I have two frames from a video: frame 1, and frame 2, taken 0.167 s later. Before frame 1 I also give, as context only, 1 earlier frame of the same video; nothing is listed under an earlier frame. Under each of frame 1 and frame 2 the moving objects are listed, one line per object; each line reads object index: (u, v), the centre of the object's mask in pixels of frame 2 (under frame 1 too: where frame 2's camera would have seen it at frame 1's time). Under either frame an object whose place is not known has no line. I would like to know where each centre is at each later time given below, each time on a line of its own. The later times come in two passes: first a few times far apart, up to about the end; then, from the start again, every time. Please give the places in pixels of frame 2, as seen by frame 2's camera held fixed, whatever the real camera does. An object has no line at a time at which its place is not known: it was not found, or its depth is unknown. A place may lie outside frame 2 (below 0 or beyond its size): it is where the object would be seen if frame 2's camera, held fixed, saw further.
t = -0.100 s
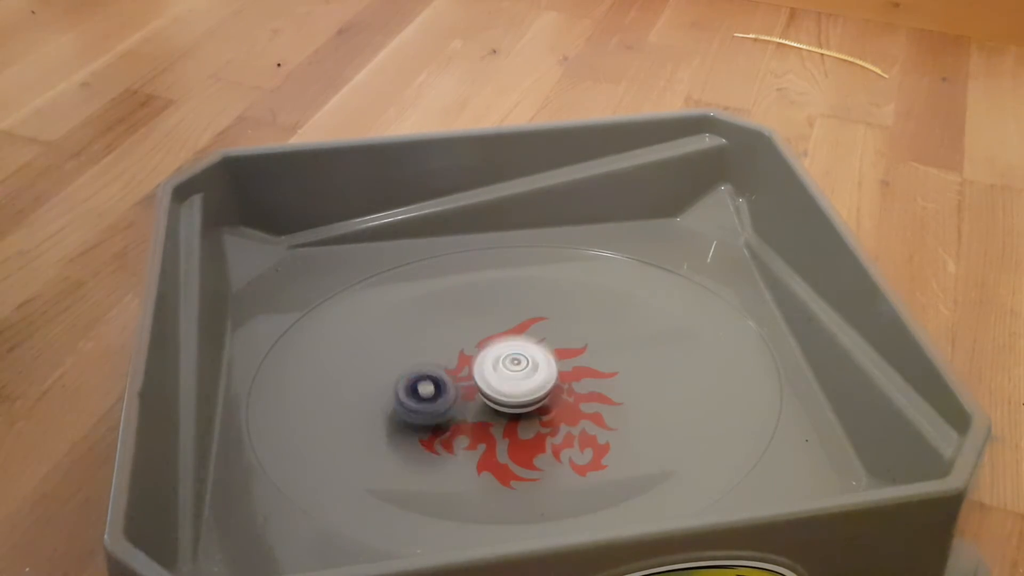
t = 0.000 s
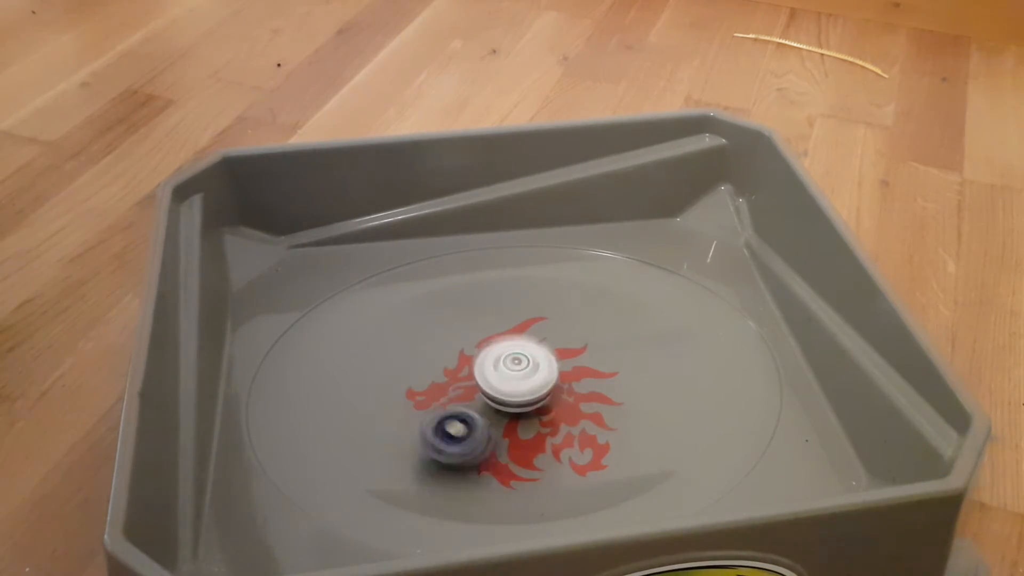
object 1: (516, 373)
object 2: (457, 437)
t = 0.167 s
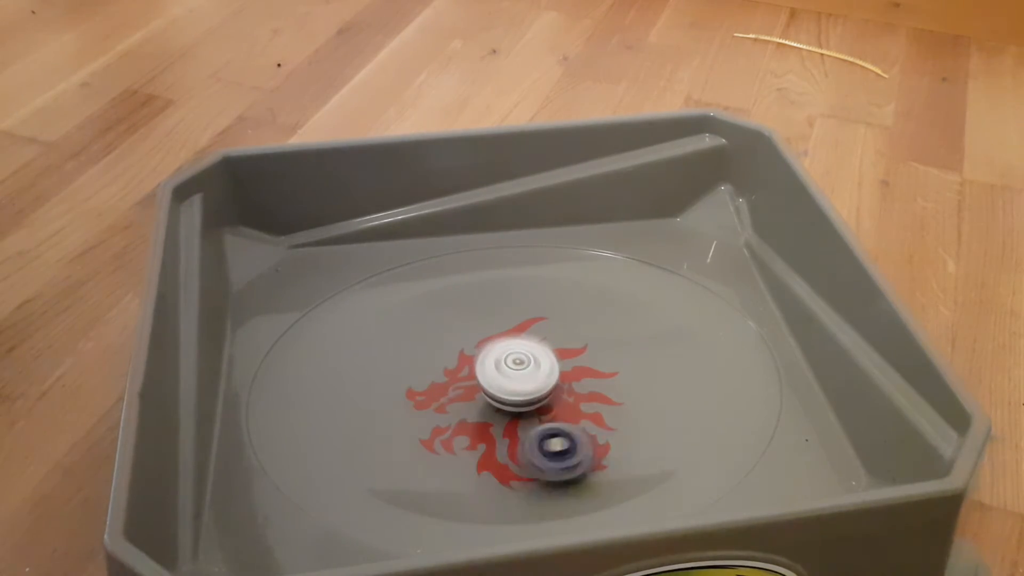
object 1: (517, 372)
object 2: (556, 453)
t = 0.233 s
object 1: (517, 372)
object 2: (595, 438)
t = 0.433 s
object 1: (519, 373)
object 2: (624, 361)
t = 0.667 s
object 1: (519, 373)
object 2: (508, 320)
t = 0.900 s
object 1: (519, 375)
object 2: (426, 396)
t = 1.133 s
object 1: (518, 376)
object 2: (514, 462)
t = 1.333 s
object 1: (516, 376)
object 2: (610, 412)
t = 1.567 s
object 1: (516, 376)
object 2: (559, 331)
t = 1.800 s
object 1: (515, 376)
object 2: (437, 347)
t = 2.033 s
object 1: (515, 375)
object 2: (433, 432)
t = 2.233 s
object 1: (516, 375)
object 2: (546, 446)
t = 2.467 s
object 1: (518, 373)
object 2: (600, 365)
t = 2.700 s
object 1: (519, 373)
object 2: (509, 316)
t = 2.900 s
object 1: (518, 373)
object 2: (431, 367)
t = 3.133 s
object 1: (517, 374)
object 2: (489, 443)
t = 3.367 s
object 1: (516, 374)
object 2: (604, 415)
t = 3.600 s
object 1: (516, 375)
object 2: (579, 337)
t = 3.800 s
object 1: (516, 376)
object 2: (475, 335)
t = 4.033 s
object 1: (518, 378)
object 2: (439, 412)
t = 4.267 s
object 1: (519, 378)
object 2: (540, 448)
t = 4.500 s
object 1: (519, 379)
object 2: (597, 379)
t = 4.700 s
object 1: (519, 378)
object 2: (534, 326)
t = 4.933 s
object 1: (518, 376)
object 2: (439, 365)
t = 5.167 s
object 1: (518, 374)
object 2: (472, 437)
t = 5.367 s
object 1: (517, 372)
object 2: (570, 426)
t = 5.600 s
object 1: (517, 372)
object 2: (585, 356)
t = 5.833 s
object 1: (516, 375)
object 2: (492, 327)
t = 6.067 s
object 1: (517, 383)
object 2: (430, 385)
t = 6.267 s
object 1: (523, 383)
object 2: (469, 440)
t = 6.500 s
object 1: (530, 376)
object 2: (569, 439)
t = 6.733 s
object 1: (515, 343)
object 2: (608, 391)
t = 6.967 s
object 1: (500, 319)
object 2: (571, 360)
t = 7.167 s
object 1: (492, 325)
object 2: (544, 380)
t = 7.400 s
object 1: (493, 345)
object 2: (528, 416)
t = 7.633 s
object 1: (477, 362)
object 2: (528, 440)
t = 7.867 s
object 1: (455, 362)
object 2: (547, 420)
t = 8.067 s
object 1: (454, 360)
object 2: (527, 399)
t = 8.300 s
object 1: (451, 346)
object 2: (523, 405)
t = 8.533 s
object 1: (466, 352)
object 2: (525, 415)
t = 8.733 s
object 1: (471, 365)
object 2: (525, 413)
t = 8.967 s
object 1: (465, 369)
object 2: (530, 410)
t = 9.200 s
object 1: (468, 360)
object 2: (531, 404)
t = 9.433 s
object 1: (482, 333)
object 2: (553, 414)
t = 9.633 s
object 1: (503, 328)
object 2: (560, 408)
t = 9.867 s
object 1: (535, 329)
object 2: (547, 403)
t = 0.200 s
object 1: (517, 372)
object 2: (577, 448)
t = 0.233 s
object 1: (517, 372)
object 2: (595, 438)
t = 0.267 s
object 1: (517, 372)
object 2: (610, 429)
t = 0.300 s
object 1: (517, 372)
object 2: (623, 416)
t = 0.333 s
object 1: (518, 373)
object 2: (630, 403)
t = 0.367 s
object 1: (518, 372)
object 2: (632, 389)
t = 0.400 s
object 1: (518, 373)
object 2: (630, 375)
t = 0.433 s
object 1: (519, 373)
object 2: (624, 361)
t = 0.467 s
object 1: (518, 373)
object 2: (614, 349)
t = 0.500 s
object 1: (518, 373)
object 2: (602, 339)
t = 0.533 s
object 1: (519, 373)
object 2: (586, 330)
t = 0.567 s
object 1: (519, 373)
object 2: (567, 325)
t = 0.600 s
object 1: (519, 373)
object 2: (550, 321)
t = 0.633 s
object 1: (519, 373)
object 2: (530, 319)
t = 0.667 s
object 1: (519, 373)
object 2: (508, 320)
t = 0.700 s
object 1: (519, 373)
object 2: (487, 327)
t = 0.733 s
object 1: (519, 374)
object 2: (469, 333)
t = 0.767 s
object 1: (519, 374)
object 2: (455, 344)
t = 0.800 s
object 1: (519, 374)
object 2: (444, 356)
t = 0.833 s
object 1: (519, 374)
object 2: (434, 369)
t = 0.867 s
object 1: (519, 374)
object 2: (428, 382)
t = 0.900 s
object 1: (519, 375)
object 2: (426, 396)
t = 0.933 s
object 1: (519, 375)
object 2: (427, 410)
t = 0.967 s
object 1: (519, 375)
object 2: (433, 425)
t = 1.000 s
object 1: (519, 375)
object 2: (443, 437)
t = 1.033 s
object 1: (519, 375)
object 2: (457, 448)
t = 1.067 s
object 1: (518, 375)
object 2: (472, 455)
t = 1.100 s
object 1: (518, 376)
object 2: (492, 459)
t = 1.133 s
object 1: (518, 376)
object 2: (514, 462)
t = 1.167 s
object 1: (517, 376)
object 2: (534, 461)
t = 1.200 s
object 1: (517, 376)
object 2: (553, 456)
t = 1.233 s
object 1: (517, 376)
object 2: (574, 448)
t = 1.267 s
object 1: (517, 376)
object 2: (588, 438)
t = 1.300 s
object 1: (517, 376)
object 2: (601, 426)
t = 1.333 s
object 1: (516, 376)
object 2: (610, 412)
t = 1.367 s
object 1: (516, 376)
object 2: (612, 400)
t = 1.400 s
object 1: (516, 376)
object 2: (611, 386)
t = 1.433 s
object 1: (516, 376)
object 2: (605, 372)
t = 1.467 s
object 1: (516, 376)
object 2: (596, 359)
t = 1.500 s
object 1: (516, 376)
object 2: (588, 350)
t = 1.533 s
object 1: (516, 376)
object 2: (573, 339)
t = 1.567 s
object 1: (516, 376)
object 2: (559, 331)
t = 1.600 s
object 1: (516, 376)
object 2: (541, 324)
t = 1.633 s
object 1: (515, 376)
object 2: (523, 321)
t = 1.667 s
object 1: (516, 375)
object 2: (502, 322)
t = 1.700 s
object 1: (515, 375)
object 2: (483, 325)
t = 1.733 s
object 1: (515, 375)
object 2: (465, 331)
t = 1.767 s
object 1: (514, 375)
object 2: (450, 338)
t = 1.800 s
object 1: (515, 376)
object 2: (437, 347)
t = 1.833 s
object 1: (515, 376)
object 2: (425, 357)
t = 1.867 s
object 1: (515, 375)
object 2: (416, 369)
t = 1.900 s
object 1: (515, 375)
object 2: (411, 380)
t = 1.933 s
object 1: (515, 375)
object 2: (410, 394)
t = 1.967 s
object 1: (515, 375)
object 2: (412, 409)
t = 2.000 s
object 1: (515, 375)
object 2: (420, 421)
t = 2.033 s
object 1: (515, 375)
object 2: (433, 432)
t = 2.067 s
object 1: (516, 375)
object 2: (448, 442)
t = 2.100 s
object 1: (516, 375)
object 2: (465, 449)
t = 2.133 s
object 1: (516, 374)
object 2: (487, 453)
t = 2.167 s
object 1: (516, 375)
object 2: (507, 454)
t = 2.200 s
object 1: (516, 374)
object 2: (528, 451)
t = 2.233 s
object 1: (516, 375)
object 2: (546, 446)
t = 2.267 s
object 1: (517, 374)
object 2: (565, 440)
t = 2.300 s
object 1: (517, 374)
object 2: (579, 429)
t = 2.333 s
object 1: (517, 374)
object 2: (591, 419)
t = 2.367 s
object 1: (518, 373)
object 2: (599, 404)
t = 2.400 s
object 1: (518, 373)
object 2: (604, 392)
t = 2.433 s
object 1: (518, 373)
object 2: (604, 379)
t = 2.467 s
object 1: (518, 373)
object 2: (600, 365)
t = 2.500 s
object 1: (519, 373)
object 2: (595, 353)
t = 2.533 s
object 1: (519, 373)
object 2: (587, 343)
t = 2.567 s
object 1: (519, 373)
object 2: (576, 333)
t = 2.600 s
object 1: (520, 372)
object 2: (563, 324)
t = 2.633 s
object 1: (519, 373)
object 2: (547, 319)
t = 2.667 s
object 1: (519, 372)
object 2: (531, 317)
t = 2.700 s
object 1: (519, 373)
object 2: (509, 316)
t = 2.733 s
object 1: (518, 372)
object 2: (493, 320)
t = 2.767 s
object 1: (519, 372)
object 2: (476, 323)
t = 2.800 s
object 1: (518, 372)
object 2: (460, 332)
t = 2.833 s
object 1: (519, 373)
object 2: (447, 343)
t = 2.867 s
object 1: (519, 373)
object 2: (438, 354)
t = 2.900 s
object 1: (518, 373)
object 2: (431, 367)
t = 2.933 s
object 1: (519, 373)
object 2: (428, 380)
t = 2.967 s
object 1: (518, 373)
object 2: (430, 393)
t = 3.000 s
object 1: (518, 374)
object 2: (437, 406)
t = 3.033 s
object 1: (518, 374)
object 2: (447, 418)
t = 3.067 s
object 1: (518, 373)
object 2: (458, 429)
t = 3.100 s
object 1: (518, 374)
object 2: (471, 437)
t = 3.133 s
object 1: (517, 374)
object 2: (489, 443)
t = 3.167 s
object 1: (517, 374)
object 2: (510, 447)
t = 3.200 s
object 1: (517, 374)
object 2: (527, 448)
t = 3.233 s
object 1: (517, 374)
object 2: (546, 444)
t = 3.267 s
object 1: (517, 374)
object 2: (564, 440)
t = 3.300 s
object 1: (517, 374)
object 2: (581, 434)
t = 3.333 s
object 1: (517, 374)
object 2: (594, 423)
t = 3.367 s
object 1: (516, 374)
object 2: (604, 415)
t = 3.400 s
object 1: (516, 375)
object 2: (611, 403)
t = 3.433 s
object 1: (516, 375)
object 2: (613, 391)
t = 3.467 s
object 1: (516, 375)
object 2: (613, 378)
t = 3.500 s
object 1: (516, 375)
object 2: (608, 366)
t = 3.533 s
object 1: (516, 375)
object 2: (601, 355)
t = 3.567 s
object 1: (516, 375)
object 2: (591, 345)
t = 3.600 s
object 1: (516, 375)
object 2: (579, 337)
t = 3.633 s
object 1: (516, 375)
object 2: (565, 331)
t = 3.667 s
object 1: (516, 375)
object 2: (551, 326)
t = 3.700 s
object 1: (516, 375)
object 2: (531, 323)
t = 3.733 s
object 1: (516, 376)
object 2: (513, 324)
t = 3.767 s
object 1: (515, 375)
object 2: (495, 326)
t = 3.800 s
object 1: (516, 376)
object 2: (475, 335)
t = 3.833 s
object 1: (516, 376)
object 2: (461, 344)
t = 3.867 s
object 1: (516, 377)
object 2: (451, 354)
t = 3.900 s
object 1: (517, 377)
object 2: (443, 365)
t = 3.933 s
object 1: (517, 377)
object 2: (439, 376)
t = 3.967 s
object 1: (517, 377)
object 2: (435, 388)
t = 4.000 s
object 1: (518, 377)
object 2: (435, 400)
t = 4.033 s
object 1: (518, 378)
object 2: (439, 412)
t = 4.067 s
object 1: (518, 378)
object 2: (447, 424)
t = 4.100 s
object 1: (518, 378)
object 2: (455, 433)
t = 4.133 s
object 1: (519, 378)
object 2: (468, 441)
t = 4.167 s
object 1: (518, 378)
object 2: (485, 447)
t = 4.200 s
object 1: (519, 379)
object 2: (504, 450)
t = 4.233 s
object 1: (518, 378)
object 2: (520, 451)
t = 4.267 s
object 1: (519, 378)
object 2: (540, 448)
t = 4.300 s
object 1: (519, 378)
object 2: (557, 442)
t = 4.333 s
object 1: (518, 379)
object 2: (571, 436)
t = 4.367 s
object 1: (519, 378)
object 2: (583, 426)
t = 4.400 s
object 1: (519, 378)
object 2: (592, 412)
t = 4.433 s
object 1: (519, 379)
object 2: (596, 403)
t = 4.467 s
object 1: (519, 378)
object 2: (599, 391)
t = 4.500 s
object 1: (519, 379)
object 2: (597, 379)
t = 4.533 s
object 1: (519, 378)
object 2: (592, 368)
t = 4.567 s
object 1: (519, 379)
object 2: (587, 359)
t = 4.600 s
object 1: (519, 378)
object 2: (575, 347)
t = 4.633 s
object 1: (519, 378)
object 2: (564, 339)
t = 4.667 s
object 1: (519, 378)
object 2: (550, 331)
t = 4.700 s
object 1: (519, 378)
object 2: (534, 326)
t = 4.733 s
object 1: (519, 378)
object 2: (519, 326)
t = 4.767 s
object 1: (518, 377)
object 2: (498, 327)
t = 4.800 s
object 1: (519, 377)
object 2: (484, 330)
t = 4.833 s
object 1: (518, 376)
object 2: (467, 337)
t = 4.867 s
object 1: (518, 377)
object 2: (456, 345)
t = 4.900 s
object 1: (519, 377)
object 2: (445, 355)
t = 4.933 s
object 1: (518, 376)
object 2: (439, 365)
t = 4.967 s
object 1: (519, 376)
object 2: (434, 376)
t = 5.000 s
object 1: (518, 376)
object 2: (432, 387)
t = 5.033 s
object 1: (519, 376)
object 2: (432, 400)
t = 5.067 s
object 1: (518, 375)
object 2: (437, 410)
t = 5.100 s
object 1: (518, 375)
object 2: (447, 422)
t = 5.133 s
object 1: (518, 374)
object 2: (458, 431)
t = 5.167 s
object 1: (518, 374)
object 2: (472, 437)
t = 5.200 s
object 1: (518, 374)
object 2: (486, 442)
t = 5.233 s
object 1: (518, 373)
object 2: (506, 444)
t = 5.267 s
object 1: (518, 373)
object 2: (524, 443)
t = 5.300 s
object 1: (517, 373)
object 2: (540, 440)
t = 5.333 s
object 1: (518, 372)
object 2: (556, 436)
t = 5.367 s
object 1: (517, 372)
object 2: (570, 426)
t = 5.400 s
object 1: (517, 372)
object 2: (580, 418)
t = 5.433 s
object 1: (517, 372)
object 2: (586, 408)
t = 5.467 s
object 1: (518, 372)
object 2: (592, 396)
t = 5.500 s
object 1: (517, 372)
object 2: (593, 386)
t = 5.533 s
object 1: (517, 372)
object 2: (593, 376)
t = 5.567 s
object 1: (517, 372)
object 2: (590, 366)
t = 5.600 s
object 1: (517, 372)
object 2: (585, 356)
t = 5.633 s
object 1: (517, 372)
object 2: (576, 345)
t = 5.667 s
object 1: (517, 372)
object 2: (568, 338)
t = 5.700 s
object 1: (517, 371)
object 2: (555, 330)
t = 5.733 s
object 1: (517, 372)
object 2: (540, 324)
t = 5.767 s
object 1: (516, 372)
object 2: (527, 323)
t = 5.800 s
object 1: (516, 374)
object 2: (511, 324)
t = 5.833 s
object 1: (516, 375)
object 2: (492, 327)
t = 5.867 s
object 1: (514, 376)
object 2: (478, 332)
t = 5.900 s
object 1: (515, 376)
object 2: (466, 340)
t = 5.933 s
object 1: (514, 378)
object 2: (455, 349)
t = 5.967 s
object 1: (516, 380)
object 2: (446, 355)
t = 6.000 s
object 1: (517, 381)
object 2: (439, 363)
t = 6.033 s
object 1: (517, 383)
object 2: (434, 373)
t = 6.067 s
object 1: (517, 383)
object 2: (430, 385)
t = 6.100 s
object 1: (517, 384)
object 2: (431, 394)
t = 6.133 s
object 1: (516, 384)
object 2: (434, 405)
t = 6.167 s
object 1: (517, 385)
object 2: (444, 416)
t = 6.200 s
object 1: (517, 385)
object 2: (453, 425)
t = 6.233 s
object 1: (520, 384)
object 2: (460, 434)
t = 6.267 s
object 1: (523, 383)
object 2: (469, 440)
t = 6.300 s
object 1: (524, 384)
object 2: (483, 446)
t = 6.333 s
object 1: (525, 383)
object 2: (499, 449)
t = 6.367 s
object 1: (525, 382)
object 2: (513, 451)
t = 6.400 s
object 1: (527, 381)
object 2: (528, 451)
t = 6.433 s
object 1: (527, 379)
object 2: (542, 448)
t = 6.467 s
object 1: (528, 377)
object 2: (558, 443)
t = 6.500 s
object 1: (530, 376)
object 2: (569, 439)
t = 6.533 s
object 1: (531, 374)
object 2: (579, 432)
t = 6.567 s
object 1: (531, 372)
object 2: (588, 424)
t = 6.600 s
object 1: (532, 369)
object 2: (593, 417)
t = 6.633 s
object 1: (529, 363)
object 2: (598, 409)
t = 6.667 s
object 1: (523, 355)
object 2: (605, 405)
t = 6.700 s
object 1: (519, 348)
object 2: (609, 399)
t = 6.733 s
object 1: (515, 343)
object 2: (608, 391)
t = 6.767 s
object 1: (515, 339)
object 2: (603, 383)
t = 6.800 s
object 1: (516, 336)
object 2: (598, 374)
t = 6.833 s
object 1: (518, 334)
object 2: (586, 367)
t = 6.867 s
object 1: (510, 328)
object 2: (587, 365)
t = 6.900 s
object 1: (506, 323)
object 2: (585, 363)
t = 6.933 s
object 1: (502, 321)
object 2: (580, 362)
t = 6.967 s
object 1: (500, 319)
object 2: (571, 360)
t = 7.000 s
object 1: (499, 319)
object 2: (565, 360)
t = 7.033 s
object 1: (498, 319)
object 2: (558, 361)
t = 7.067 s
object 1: (497, 321)
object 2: (554, 364)
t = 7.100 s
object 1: (495, 321)
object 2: (551, 369)
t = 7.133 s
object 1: (493, 323)
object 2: (546, 374)
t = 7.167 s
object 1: (492, 325)
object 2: (544, 380)
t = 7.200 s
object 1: (491, 328)
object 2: (539, 385)
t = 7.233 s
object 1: (491, 330)
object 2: (537, 390)
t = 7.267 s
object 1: (492, 333)
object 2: (535, 396)
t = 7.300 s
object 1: (492, 337)
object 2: (532, 401)
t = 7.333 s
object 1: (493, 339)
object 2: (530, 406)
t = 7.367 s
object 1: (493, 342)
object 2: (529, 411)
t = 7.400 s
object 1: (493, 345)
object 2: (528, 416)
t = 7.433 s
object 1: (492, 349)
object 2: (528, 421)
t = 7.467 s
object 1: (490, 351)
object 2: (525, 426)
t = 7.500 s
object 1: (489, 354)
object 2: (525, 431)
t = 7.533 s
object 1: (485, 357)
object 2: (524, 434)
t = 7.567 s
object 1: (483, 359)
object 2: (524, 438)
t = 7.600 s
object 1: (480, 361)
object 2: (525, 439)
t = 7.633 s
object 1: (477, 362)
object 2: (528, 440)
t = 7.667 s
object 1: (474, 364)
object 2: (533, 440)
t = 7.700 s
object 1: (471, 364)
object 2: (540, 440)
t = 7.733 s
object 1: (468, 365)
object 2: (545, 433)
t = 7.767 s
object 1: (464, 364)
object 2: (547, 430)
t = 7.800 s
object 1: (461, 363)
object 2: (549, 426)
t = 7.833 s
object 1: (457, 363)
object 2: (549, 424)
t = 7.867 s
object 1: (455, 362)
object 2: (547, 420)
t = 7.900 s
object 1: (453, 361)
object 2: (546, 417)
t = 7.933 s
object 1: (453, 360)
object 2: (544, 413)
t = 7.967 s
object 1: (452, 360)
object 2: (541, 410)
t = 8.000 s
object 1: (452, 360)
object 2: (537, 406)
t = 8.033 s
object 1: (453, 360)
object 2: (533, 402)
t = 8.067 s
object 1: (454, 360)
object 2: (527, 399)
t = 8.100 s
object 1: (454, 359)
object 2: (522, 397)
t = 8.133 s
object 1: (451, 358)
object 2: (523, 397)
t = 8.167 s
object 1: (449, 356)
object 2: (521, 398)
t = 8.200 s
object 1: (450, 354)
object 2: (519, 397)
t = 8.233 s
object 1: (453, 354)
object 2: (517, 396)
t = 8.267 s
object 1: (451, 349)
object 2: (520, 400)
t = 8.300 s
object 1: (451, 346)
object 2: (523, 405)
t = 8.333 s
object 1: (453, 345)
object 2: (524, 408)
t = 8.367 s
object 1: (454, 346)
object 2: (524, 410)
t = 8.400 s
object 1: (457, 346)
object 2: (524, 412)
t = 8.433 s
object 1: (460, 346)
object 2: (525, 414)
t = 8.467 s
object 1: (461, 347)
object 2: (524, 414)
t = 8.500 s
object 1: (465, 349)
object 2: (524, 414)
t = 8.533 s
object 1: (466, 352)
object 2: (525, 415)
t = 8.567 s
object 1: (467, 354)
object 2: (525, 415)
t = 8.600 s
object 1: (468, 357)
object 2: (525, 415)
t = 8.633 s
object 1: (469, 359)
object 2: (525, 415)
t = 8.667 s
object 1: (470, 361)
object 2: (525, 414)
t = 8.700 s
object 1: (471, 364)
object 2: (525, 413)
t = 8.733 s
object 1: (471, 365)
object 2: (525, 413)
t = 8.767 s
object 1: (471, 367)
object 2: (526, 413)
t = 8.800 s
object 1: (469, 368)
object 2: (526, 413)
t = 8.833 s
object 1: (469, 368)
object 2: (527, 412)
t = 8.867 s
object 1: (469, 370)
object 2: (527, 412)
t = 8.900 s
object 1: (468, 370)
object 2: (527, 411)
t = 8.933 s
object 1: (467, 369)
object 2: (528, 411)
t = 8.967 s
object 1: (465, 369)
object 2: (530, 410)
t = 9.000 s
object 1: (464, 367)
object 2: (531, 410)
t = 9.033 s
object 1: (463, 366)
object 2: (531, 409)
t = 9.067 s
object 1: (462, 365)
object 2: (532, 409)
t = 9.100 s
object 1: (463, 363)
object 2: (532, 407)
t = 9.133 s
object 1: (464, 362)
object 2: (532, 406)
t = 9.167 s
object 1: (466, 362)
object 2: (532, 405)
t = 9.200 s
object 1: (468, 360)
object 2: (531, 404)
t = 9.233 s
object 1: (467, 355)
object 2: (537, 408)
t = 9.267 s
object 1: (467, 351)
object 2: (542, 411)
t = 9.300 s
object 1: (470, 347)
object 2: (546, 413)
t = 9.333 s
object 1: (472, 342)
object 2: (548, 415)
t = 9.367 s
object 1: (475, 340)
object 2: (551, 414)
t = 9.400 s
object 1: (478, 337)
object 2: (551, 415)
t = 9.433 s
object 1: (482, 333)
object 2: (553, 414)
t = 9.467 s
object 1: (486, 332)
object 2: (555, 414)
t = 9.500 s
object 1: (489, 331)
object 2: (558, 413)
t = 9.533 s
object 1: (492, 329)
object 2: (559, 412)
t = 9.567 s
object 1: (496, 328)
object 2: (560, 411)
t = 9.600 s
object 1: (500, 327)
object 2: (560, 409)
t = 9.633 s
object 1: (503, 328)
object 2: (560, 408)
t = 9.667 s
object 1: (507, 329)
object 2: (559, 406)
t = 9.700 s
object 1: (511, 330)
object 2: (558, 404)
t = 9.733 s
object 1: (515, 330)
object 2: (557, 402)
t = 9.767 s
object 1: (520, 331)
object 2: (555, 400)
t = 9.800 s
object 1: (525, 333)
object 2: (553, 398)
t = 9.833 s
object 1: (529, 330)
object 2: (550, 399)
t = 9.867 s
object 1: (535, 329)
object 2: (547, 403)
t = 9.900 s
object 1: (541, 327)
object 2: (544, 405)
